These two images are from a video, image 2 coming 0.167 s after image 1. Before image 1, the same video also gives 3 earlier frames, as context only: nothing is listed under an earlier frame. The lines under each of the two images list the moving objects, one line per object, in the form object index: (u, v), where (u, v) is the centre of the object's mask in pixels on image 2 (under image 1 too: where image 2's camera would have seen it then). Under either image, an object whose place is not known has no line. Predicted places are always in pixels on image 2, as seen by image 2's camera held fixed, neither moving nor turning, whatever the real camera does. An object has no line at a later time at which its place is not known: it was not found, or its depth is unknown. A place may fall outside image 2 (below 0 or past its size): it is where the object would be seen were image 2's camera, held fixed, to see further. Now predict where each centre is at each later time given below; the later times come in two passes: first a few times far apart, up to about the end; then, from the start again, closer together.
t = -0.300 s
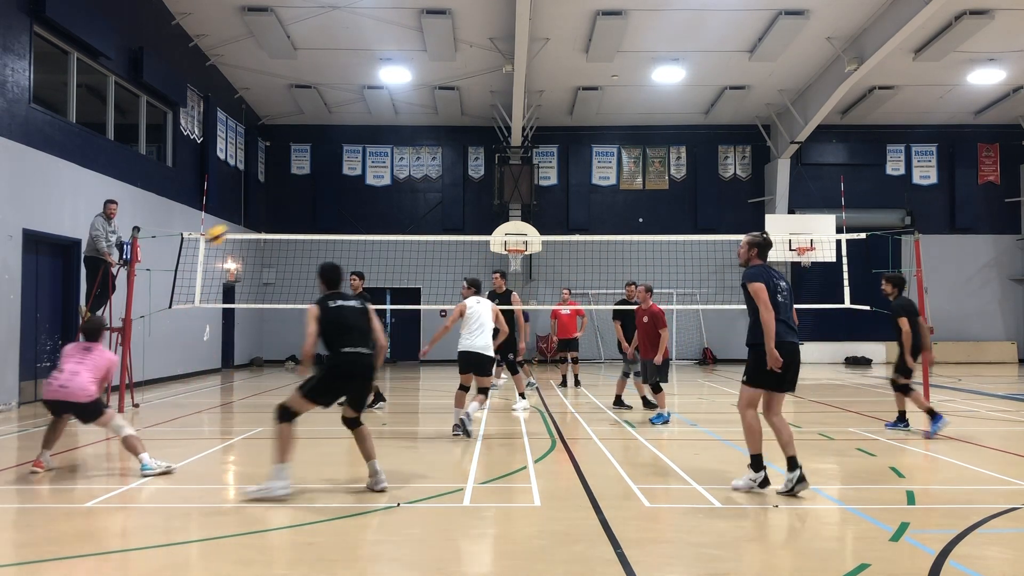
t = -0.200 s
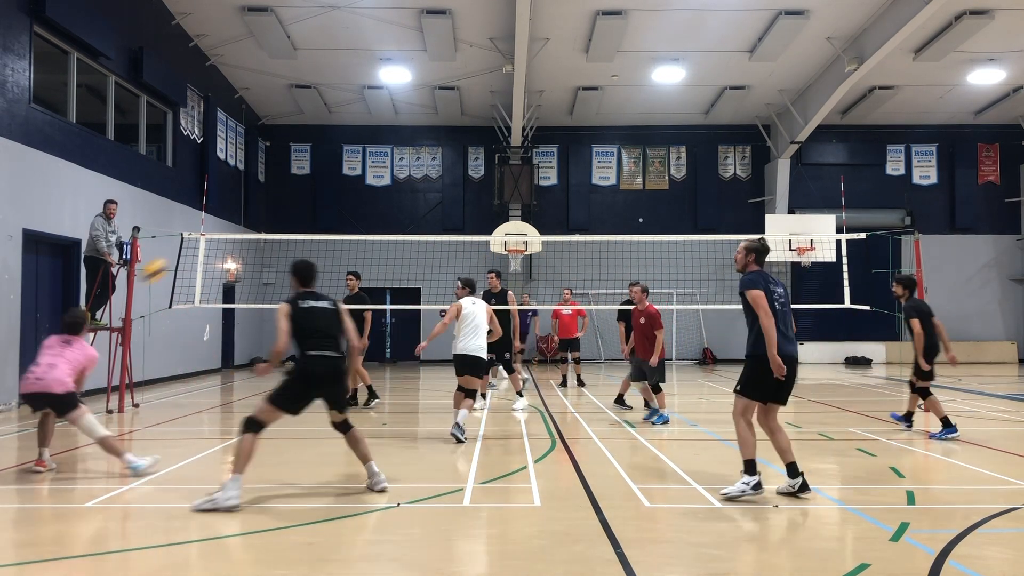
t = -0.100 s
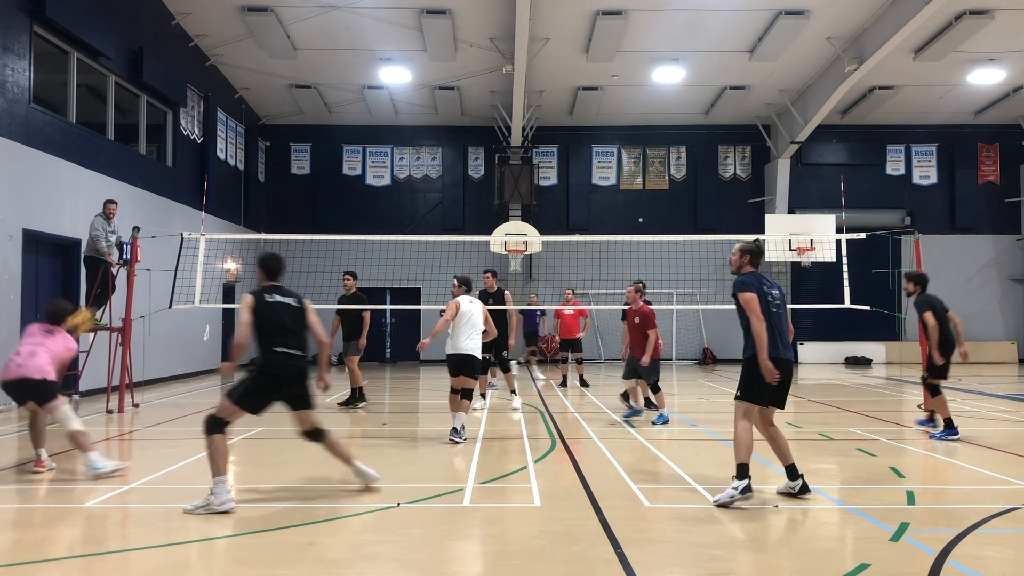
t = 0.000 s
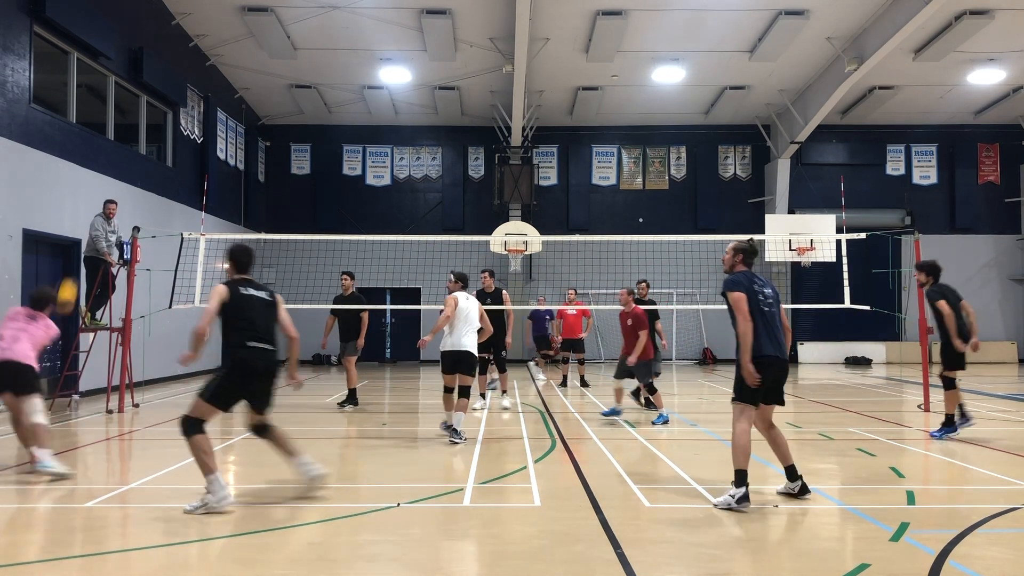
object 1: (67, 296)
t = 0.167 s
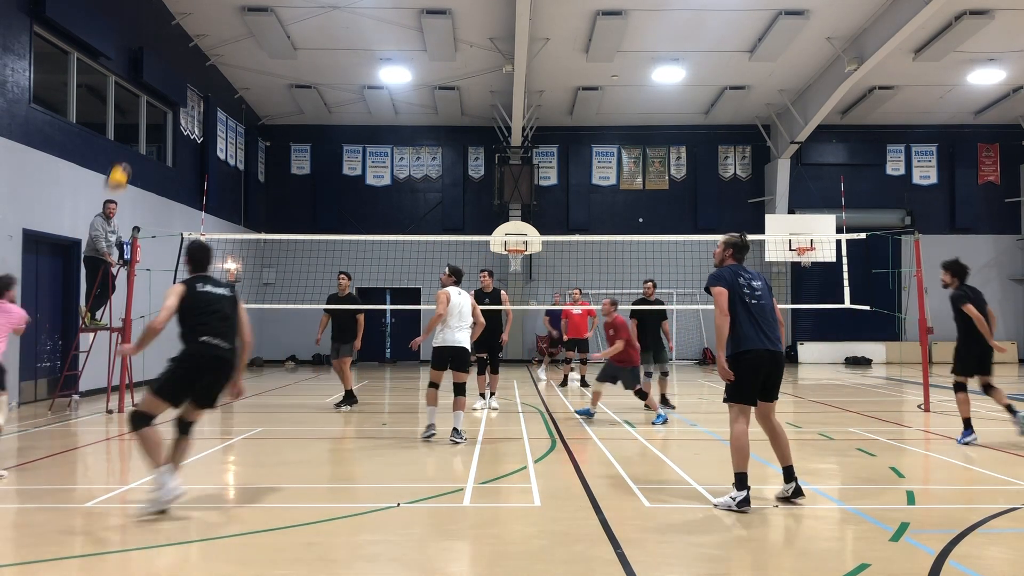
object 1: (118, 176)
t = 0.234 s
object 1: (137, 141)
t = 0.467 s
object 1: (203, 54)
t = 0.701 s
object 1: (263, 25)
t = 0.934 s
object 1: (321, 48)
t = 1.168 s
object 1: (373, 121)
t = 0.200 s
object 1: (127, 159)
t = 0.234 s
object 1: (137, 141)
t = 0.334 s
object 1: (167, 96)
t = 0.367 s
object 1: (175, 85)
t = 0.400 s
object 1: (185, 73)
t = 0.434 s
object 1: (194, 63)
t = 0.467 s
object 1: (203, 54)
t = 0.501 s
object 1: (213, 46)
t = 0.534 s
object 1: (221, 40)
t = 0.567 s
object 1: (230, 35)
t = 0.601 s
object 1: (239, 31)
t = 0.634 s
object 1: (247, 28)
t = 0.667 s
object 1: (255, 26)
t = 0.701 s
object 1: (263, 25)
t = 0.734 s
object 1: (272, 25)
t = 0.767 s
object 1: (281, 26)
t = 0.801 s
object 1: (289, 29)
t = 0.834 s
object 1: (297, 32)
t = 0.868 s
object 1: (305, 36)
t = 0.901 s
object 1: (312, 42)
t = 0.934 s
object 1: (321, 48)
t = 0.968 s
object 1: (329, 55)
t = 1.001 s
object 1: (336, 64)
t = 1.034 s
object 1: (343, 73)
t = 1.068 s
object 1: (351, 84)
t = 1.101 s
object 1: (359, 94)
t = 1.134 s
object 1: (367, 108)
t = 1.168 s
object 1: (373, 121)
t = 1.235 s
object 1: (387, 148)
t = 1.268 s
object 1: (395, 165)
